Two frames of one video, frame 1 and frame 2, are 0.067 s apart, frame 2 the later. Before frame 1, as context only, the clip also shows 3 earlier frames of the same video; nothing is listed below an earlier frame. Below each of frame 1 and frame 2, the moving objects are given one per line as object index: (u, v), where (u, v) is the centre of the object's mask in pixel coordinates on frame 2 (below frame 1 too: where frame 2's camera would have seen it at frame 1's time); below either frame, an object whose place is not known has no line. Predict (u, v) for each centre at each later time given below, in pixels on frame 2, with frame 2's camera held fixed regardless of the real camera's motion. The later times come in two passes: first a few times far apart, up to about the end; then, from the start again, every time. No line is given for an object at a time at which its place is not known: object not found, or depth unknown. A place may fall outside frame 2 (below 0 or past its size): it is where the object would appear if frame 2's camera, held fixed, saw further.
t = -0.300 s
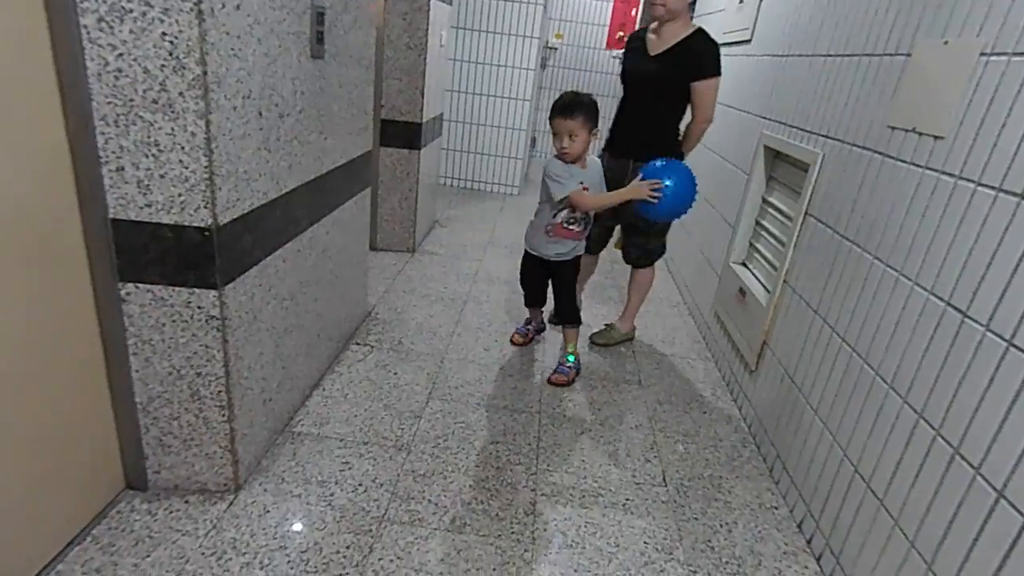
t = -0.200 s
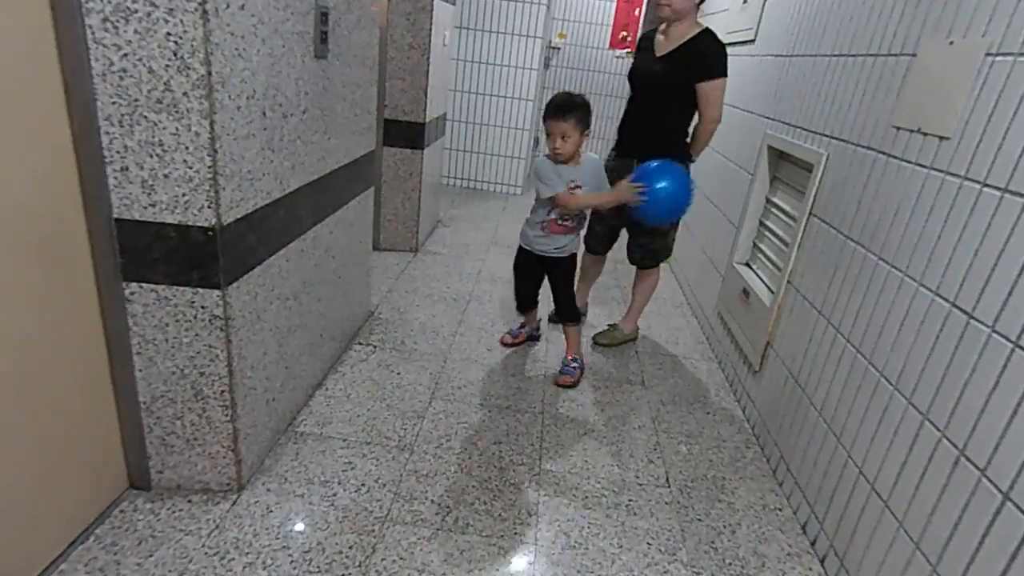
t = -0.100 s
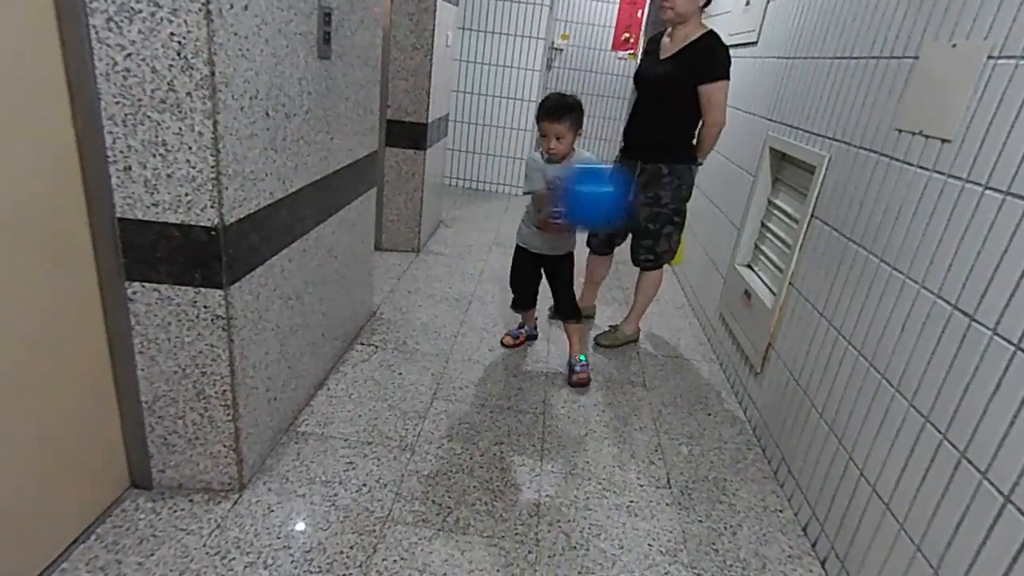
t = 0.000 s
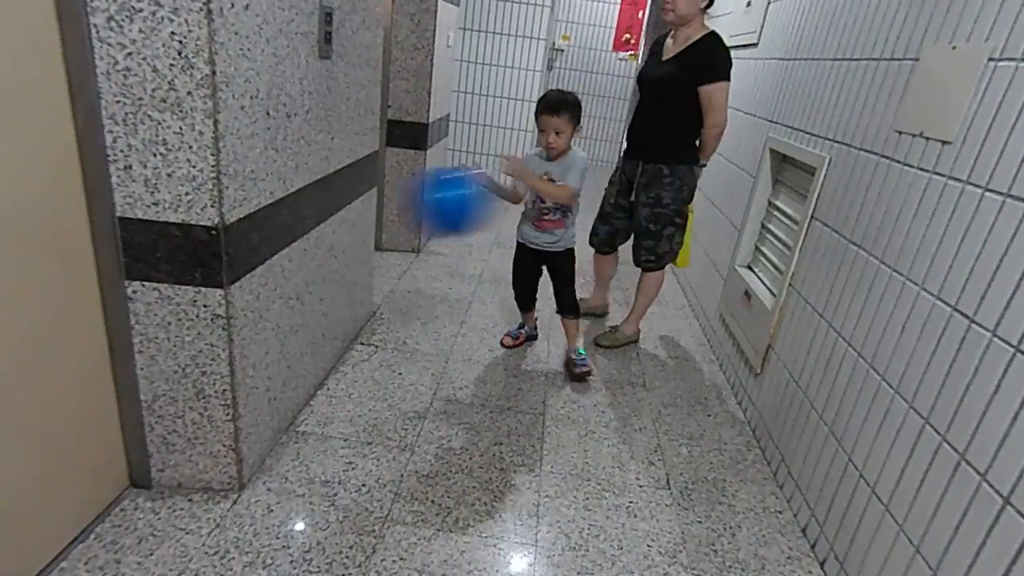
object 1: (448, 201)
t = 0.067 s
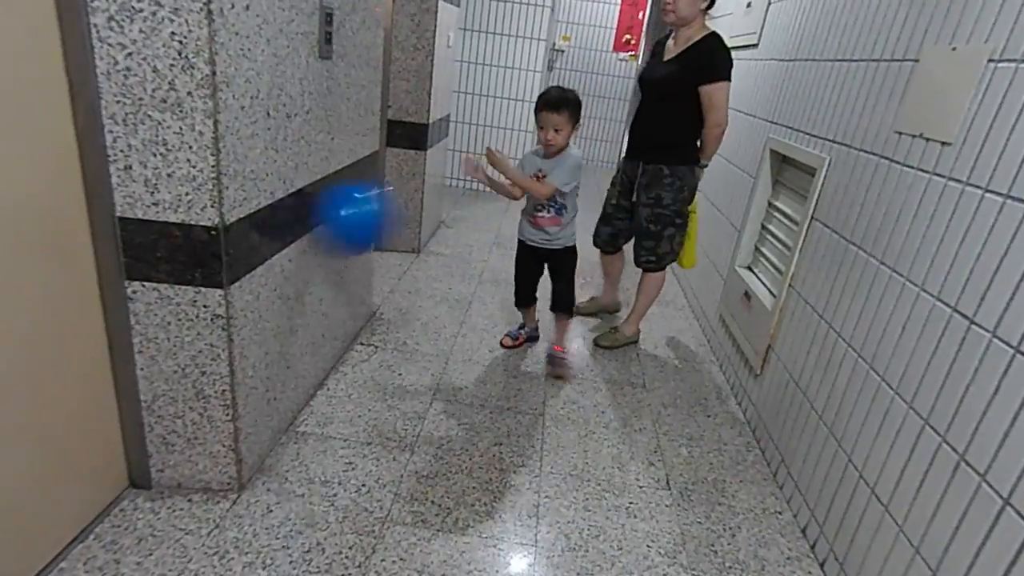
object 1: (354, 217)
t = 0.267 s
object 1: (552, 358)
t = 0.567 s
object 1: (756, 298)
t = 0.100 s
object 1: (362, 228)
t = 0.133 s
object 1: (401, 251)
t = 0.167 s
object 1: (445, 276)
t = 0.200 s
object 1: (477, 298)
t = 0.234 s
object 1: (516, 330)
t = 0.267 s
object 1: (552, 358)
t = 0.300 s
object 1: (585, 391)
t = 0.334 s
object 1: (615, 423)
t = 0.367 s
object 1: (645, 406)
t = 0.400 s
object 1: (680, 386)
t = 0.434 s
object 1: (712, 367)
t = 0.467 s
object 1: (747, 349)
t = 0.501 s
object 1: (780, 336)
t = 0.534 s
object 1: (778, 317)
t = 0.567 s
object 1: (756, 298)
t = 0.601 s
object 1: (734, 282)
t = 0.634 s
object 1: (712, 270)
